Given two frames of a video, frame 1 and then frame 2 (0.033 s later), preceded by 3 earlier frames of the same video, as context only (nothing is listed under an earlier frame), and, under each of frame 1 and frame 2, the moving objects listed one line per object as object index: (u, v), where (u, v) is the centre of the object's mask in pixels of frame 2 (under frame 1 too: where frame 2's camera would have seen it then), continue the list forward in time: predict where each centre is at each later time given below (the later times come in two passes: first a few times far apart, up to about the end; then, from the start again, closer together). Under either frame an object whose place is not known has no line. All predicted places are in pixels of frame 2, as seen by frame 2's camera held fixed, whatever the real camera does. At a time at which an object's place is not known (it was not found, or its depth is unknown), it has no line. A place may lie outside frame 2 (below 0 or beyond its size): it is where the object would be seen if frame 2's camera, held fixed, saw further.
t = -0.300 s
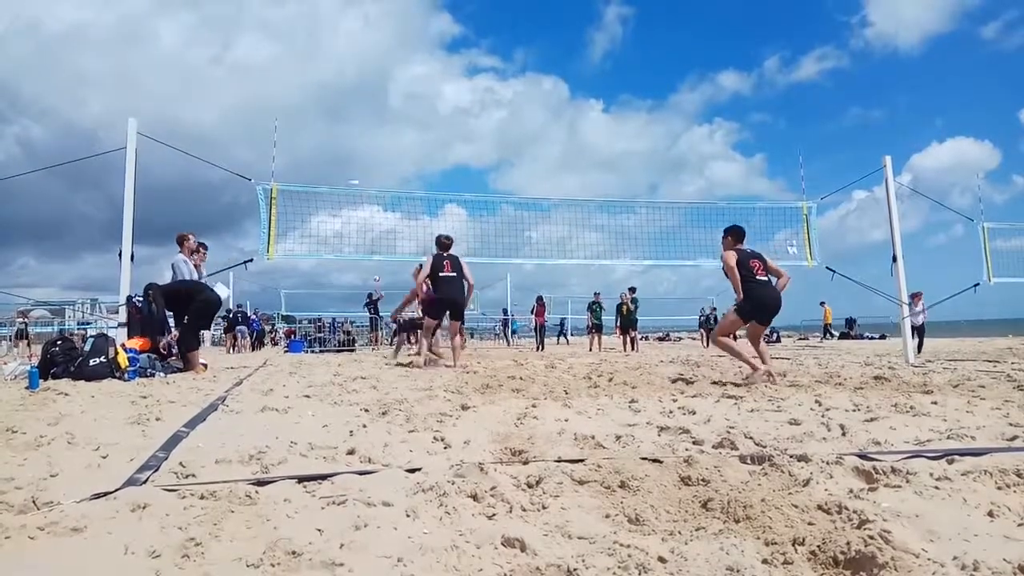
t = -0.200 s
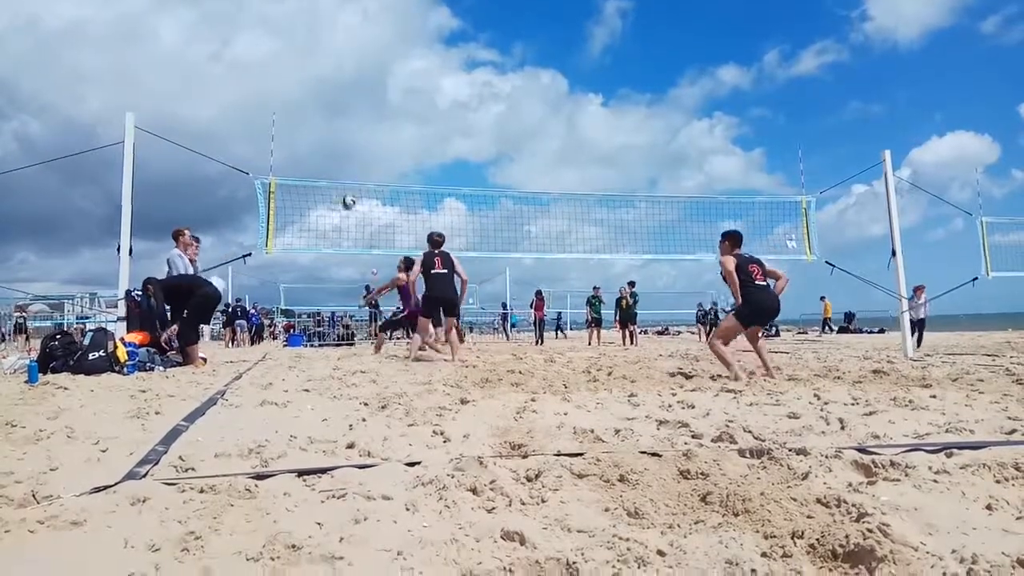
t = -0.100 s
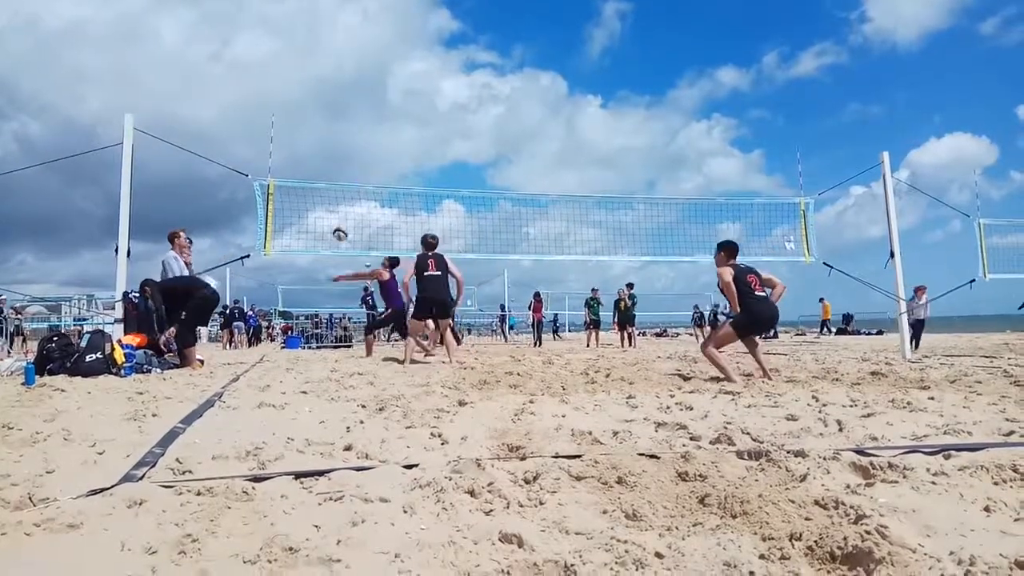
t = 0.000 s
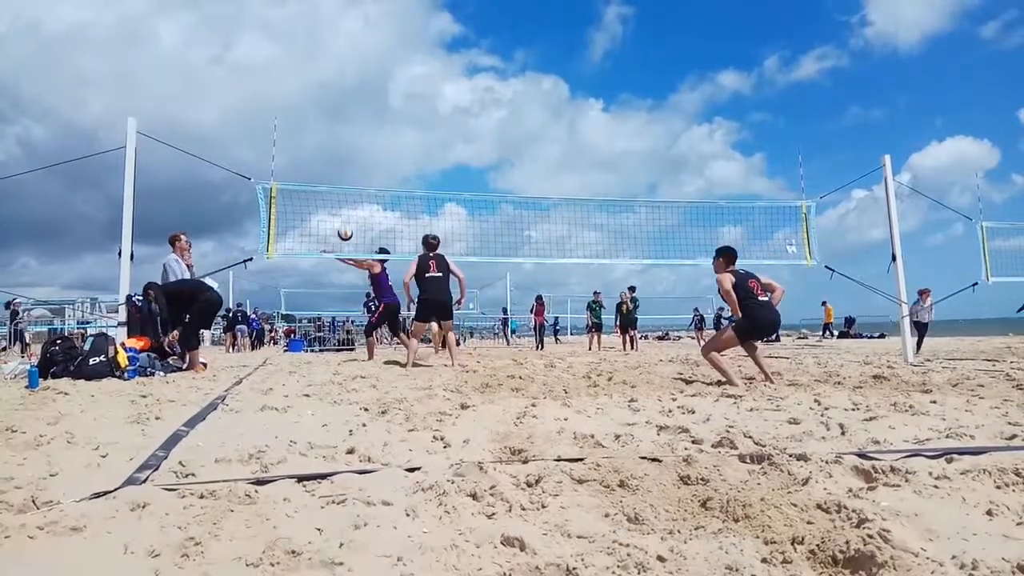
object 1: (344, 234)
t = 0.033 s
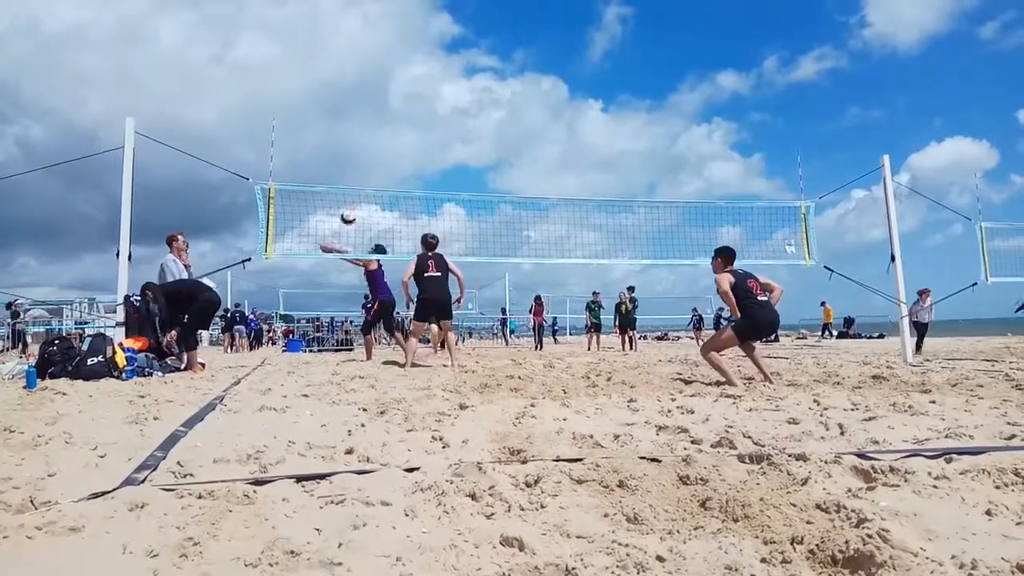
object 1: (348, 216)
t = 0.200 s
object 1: (369, 149)
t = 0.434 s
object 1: (400, 89)
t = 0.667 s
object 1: (430, 66)
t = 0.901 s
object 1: (459, 79)
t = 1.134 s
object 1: (487, 126)
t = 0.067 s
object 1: (352, 200)
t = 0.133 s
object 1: (361, 173)
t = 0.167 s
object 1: (365, 161)
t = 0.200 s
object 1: (369, 149)
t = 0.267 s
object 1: (378, 128)
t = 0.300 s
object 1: (383, 119)
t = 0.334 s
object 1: (388, 109)
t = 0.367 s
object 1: (390, 101)
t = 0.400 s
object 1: (396, 95)
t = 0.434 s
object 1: (400, 89)
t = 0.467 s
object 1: (404, 85)
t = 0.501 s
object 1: (409, 76)
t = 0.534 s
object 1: (413, 74)
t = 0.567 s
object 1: (417, 71)
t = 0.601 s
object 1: (421, 69)
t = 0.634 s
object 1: (426, 67)
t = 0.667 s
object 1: (430, 66)
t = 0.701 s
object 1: (434, 65)
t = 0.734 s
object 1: (439, 65)
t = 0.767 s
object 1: (443, 67)
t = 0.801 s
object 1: (447, 69)
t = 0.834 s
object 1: (451, 71)
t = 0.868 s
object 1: (454, 74)
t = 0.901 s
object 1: (459, 79)
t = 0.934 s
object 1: (463, 84)
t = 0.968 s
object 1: (466, 89)
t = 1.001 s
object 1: (471, 95)
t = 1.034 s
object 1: (475, 101)
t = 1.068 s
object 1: (479, 109)
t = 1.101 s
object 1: (482, 117)
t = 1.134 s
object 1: (487, 126)
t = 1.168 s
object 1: (491, 136)
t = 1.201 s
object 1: (495, 145)
